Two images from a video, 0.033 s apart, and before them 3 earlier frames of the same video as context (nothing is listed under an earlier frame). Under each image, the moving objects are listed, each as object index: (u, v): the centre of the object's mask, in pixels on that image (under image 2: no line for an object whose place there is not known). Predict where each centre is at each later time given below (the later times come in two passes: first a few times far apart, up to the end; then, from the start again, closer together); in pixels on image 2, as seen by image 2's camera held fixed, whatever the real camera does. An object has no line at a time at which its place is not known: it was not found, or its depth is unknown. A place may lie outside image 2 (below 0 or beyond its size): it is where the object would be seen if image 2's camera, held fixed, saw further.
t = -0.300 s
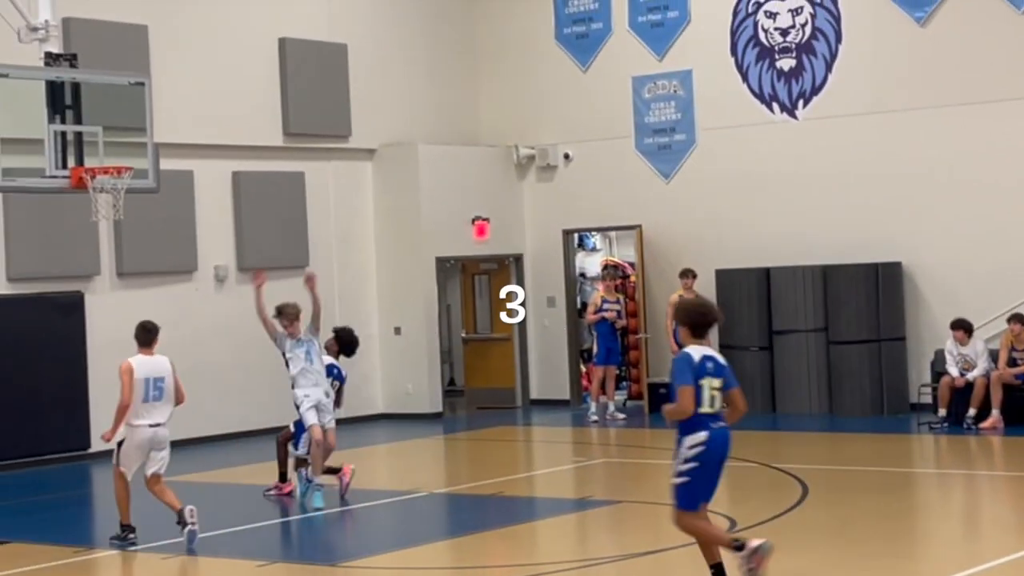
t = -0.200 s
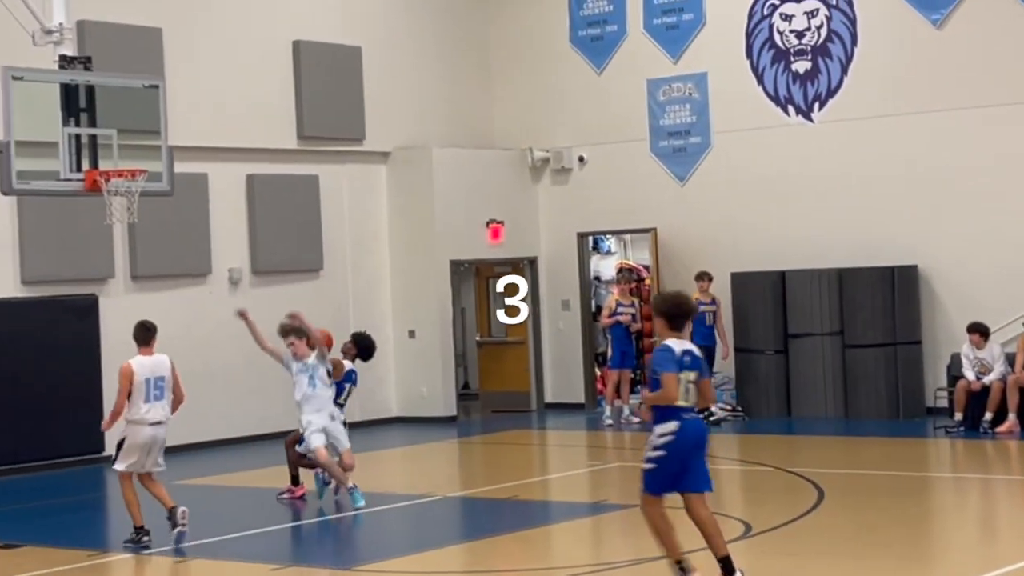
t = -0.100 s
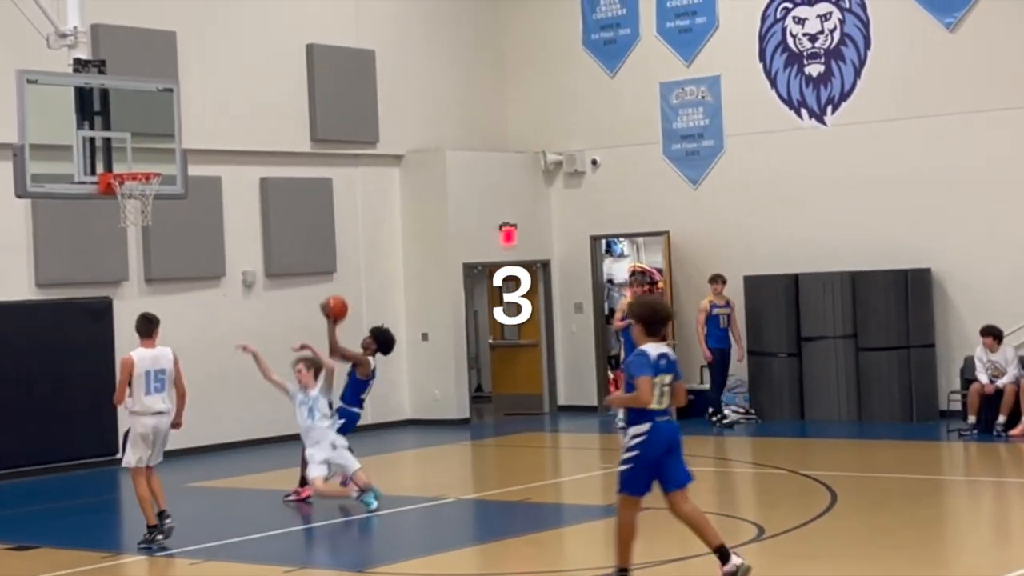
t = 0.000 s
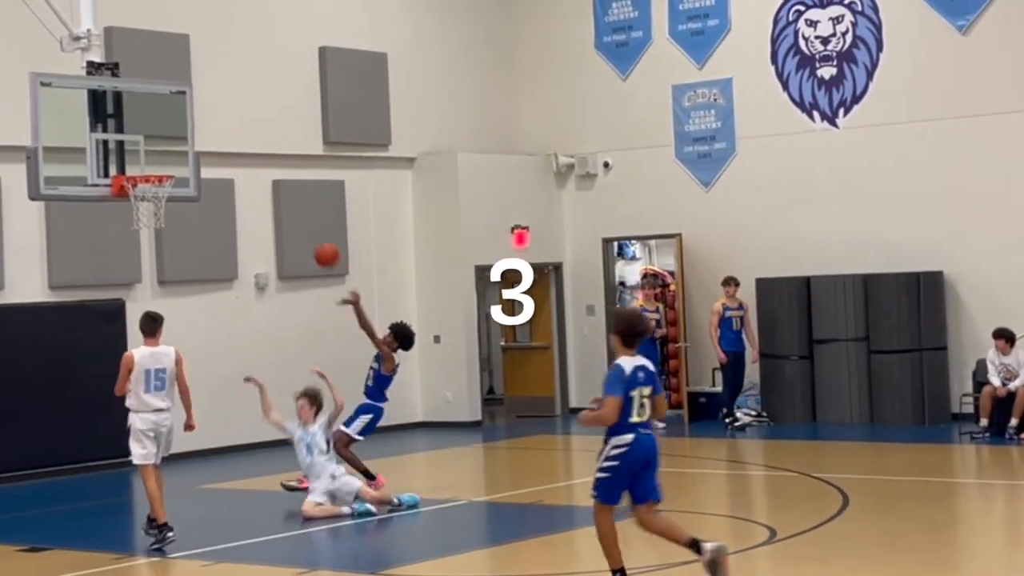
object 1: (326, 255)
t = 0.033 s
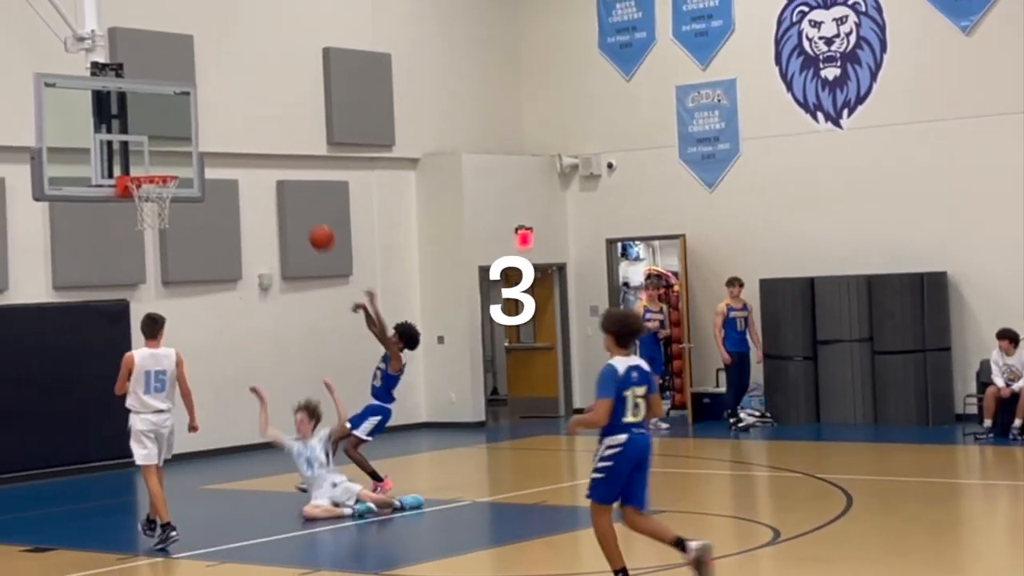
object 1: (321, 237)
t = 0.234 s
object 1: (268, 155)
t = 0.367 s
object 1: (232, 123)
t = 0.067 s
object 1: (313, 221)
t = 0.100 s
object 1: (304, 205)
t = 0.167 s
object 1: (286, 178)
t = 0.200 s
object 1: (277, 166)
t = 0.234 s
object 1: (268, 155)
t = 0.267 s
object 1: (259, 145)
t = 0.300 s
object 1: (250, 137)
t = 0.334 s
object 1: (241, 130)
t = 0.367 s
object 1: (232, 123)
